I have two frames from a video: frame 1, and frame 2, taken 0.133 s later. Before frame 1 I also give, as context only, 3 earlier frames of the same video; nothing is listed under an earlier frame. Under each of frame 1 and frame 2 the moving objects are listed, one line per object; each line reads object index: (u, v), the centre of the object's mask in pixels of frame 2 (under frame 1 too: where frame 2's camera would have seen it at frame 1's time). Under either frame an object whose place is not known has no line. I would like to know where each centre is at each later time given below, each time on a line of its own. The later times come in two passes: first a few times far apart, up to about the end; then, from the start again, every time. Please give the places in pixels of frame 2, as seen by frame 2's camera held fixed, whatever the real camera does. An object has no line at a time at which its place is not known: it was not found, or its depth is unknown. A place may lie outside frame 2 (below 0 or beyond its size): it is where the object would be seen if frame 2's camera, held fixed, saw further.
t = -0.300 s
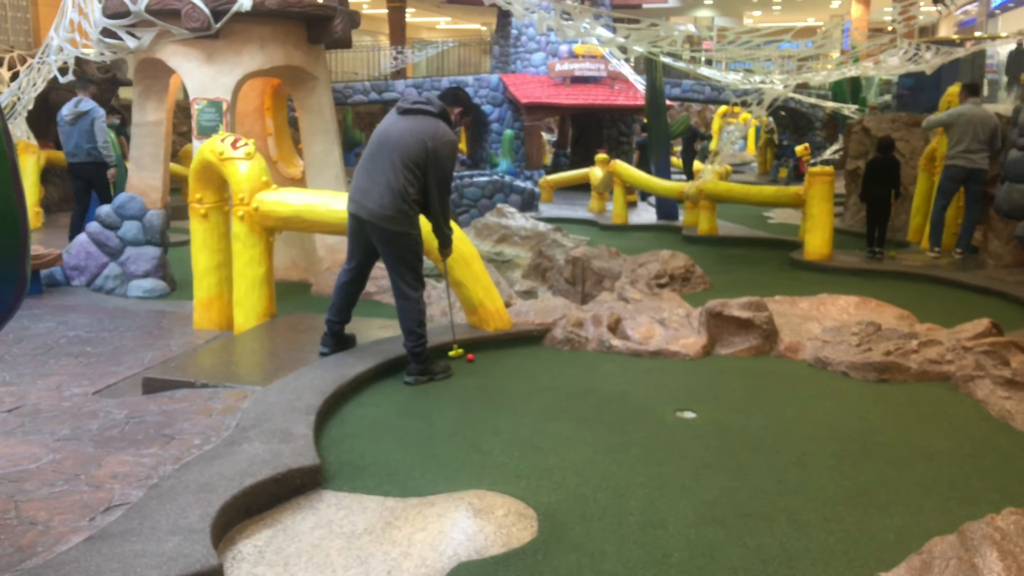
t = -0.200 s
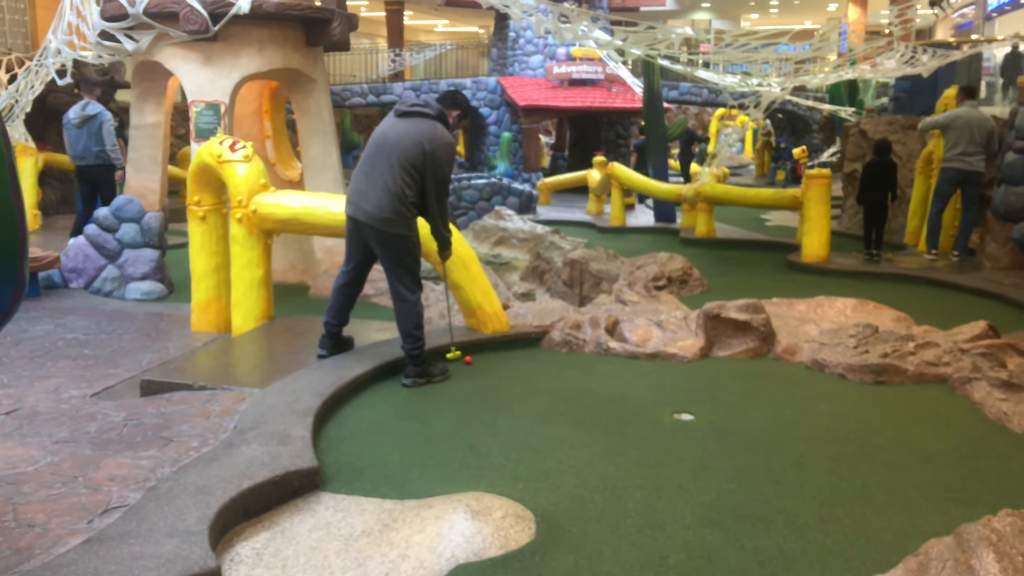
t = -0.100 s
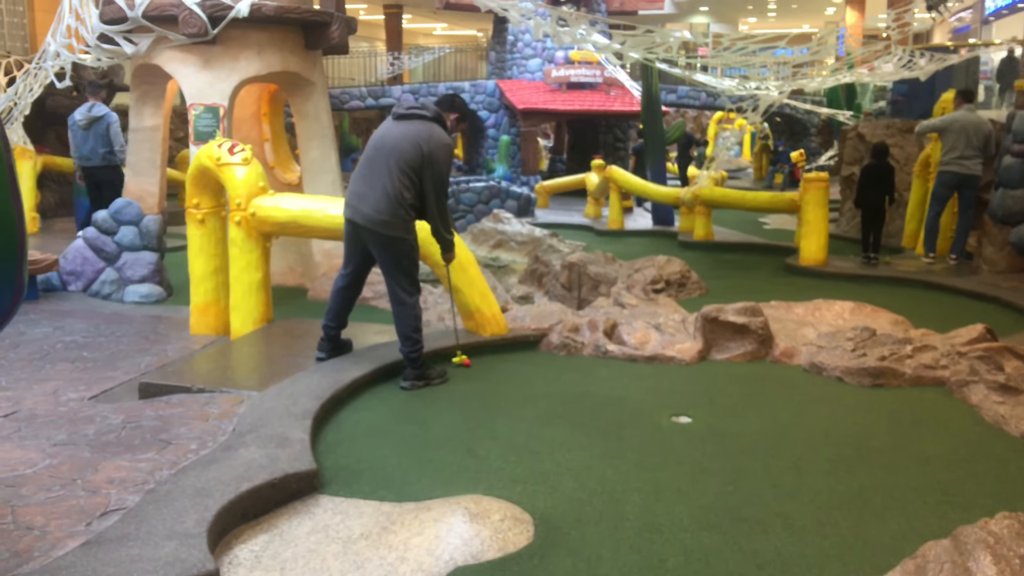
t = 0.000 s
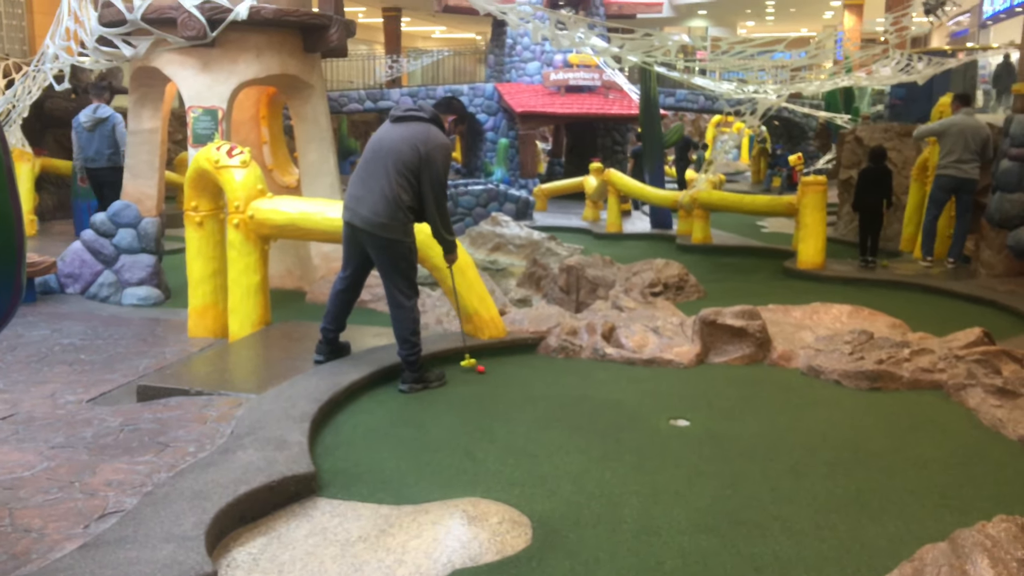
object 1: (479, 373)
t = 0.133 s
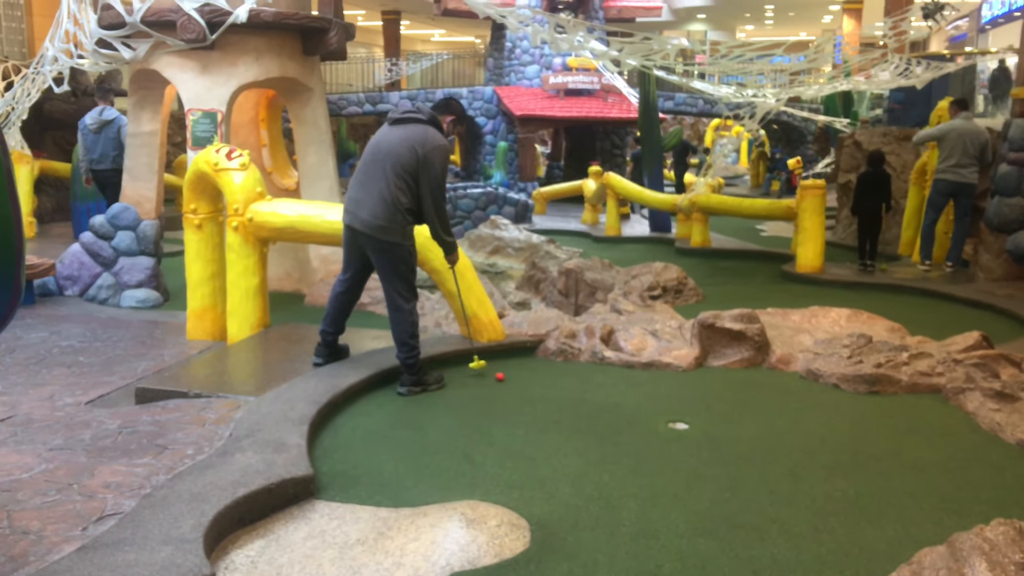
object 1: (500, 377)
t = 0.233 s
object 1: (514, 380)
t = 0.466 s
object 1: (548, 387)
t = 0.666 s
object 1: (576, 393)
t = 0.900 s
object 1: (607, 399)
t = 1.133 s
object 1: (637, 406)
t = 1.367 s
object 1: (667, 411)
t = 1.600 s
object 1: (691, 416)
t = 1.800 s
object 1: (712, 420)
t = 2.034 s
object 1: (734, 425)
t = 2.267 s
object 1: (754, 428)
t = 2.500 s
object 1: (769, 431)
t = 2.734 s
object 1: (781, 433)
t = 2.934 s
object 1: (787, 433)
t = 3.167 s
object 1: (790, 433)
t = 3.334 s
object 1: (790, 432)
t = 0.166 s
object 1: (505, 378)
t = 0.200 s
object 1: (510, 379)
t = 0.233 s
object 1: (514, 380)
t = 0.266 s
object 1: (519, 381)
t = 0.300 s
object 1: (524, 382)
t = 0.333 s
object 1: (529, 383)
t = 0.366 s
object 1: (534, 384)
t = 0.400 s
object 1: (538, 385)
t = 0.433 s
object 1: (543, 386)
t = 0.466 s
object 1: (548, 387)
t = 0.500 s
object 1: (552, 388)
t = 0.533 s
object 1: (557, 389)
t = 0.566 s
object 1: (562, 390)
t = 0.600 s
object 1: (566, 391)
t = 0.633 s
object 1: (571, 392)
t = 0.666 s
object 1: (576, 393)
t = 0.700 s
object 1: (580, 394)
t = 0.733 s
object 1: (584, 395)
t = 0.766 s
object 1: (589, 396)
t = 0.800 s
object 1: (594, 397)
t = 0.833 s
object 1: (598, 398)
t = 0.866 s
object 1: (603, 398)
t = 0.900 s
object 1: (607, 399)
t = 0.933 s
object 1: (611, 400)
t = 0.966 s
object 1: (616, 401)
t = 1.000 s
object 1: (620, 402)
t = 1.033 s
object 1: (624, 403)
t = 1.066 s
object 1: (628, 404)
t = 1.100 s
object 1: (633, 404)
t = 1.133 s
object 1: (637, 406)
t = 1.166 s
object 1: (642, 406)
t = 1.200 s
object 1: (646, 407)
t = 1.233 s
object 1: (650, 408)
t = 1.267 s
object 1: (654, 409)
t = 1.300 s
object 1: (658, 410)
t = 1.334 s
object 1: (662, 410)
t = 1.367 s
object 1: (667, 411)
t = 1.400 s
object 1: (670, 412)
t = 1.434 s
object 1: (674, 412)
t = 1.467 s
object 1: (677, 413)
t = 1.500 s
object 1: (681, 413)
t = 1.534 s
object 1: (685, 414)
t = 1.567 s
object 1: (688, 415)
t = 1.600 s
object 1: (691, 416)
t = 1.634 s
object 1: (695, 417)
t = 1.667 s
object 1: (698, 418)
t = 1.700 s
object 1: (702, 418)
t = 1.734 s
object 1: (705, 419)
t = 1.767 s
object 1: (708, 420)
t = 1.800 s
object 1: (712, 420)
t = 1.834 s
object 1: (715, 421)
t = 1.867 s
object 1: (719, 422)
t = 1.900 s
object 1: (722, 422)
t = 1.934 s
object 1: (725, 423)
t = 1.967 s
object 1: (728, 423)
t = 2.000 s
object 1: (731, 424)
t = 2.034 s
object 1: (734, 425)
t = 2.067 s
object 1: (737, 425)
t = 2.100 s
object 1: (740, 426)
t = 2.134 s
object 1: (743, 426)
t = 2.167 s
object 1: (746, 427)
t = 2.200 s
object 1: (749, 427)
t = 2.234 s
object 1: (751, 428)
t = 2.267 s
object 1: (754, 428)
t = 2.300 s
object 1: (756, 429)
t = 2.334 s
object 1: (759, 429)
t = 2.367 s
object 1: (761, 429)
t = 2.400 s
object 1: (763, 430)
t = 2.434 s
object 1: (765, 430)
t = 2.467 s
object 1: (768, 431)
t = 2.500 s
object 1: (769, 431)
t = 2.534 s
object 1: (772, 431)
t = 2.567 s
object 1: (773, 432)
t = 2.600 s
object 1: (775, 432)
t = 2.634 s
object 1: (776, 432)
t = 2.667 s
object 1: (778, 432)
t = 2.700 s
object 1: (779, 433)
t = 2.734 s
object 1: (781, 433)
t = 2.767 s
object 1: (782, 433)
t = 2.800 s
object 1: (783, 433)
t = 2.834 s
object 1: (784, 433)
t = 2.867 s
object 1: (785, 433)
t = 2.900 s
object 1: (786, 433)
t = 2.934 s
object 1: (787, 433)
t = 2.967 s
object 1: (788, 433)
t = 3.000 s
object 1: (789, 433)
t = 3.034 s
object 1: (789, 433)
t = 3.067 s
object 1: (790, 433)
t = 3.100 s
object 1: (790, 433)
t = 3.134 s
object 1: (790, 433)
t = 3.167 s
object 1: (790, 433)
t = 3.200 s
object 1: (790, 433)
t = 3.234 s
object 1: (790, 433)
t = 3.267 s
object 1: (790, 432)
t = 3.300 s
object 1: (790, 432)
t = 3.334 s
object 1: (790, 432)
